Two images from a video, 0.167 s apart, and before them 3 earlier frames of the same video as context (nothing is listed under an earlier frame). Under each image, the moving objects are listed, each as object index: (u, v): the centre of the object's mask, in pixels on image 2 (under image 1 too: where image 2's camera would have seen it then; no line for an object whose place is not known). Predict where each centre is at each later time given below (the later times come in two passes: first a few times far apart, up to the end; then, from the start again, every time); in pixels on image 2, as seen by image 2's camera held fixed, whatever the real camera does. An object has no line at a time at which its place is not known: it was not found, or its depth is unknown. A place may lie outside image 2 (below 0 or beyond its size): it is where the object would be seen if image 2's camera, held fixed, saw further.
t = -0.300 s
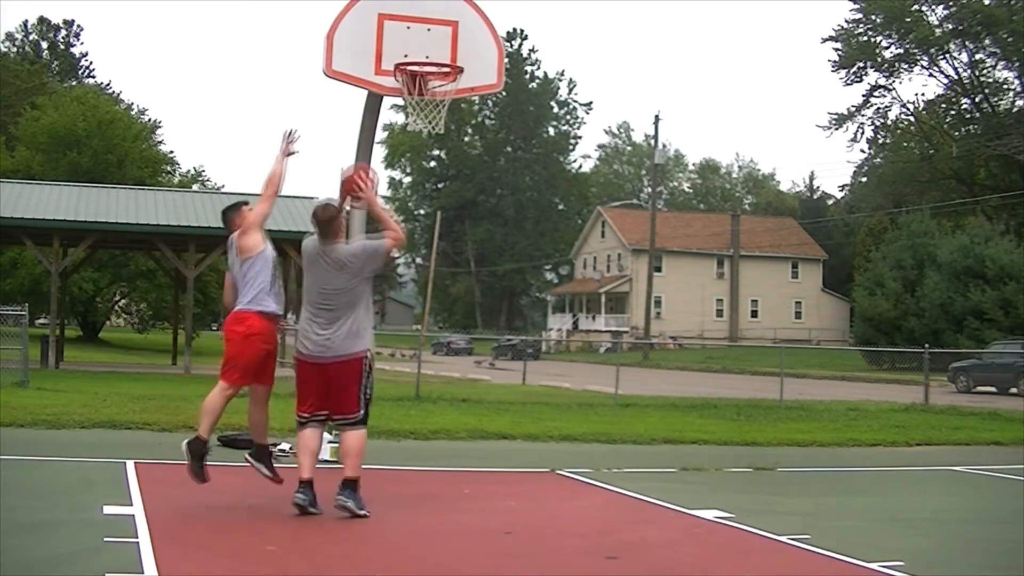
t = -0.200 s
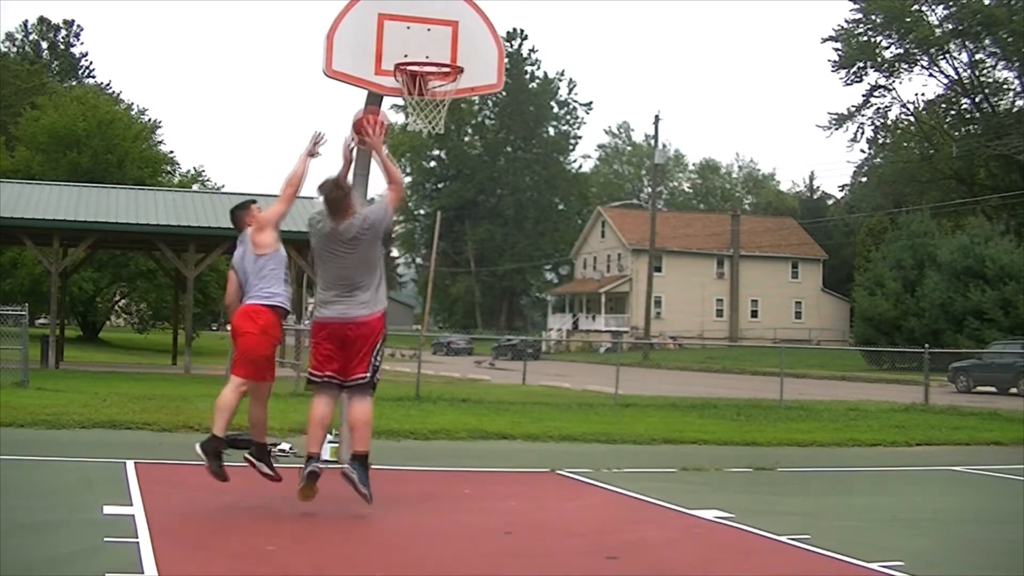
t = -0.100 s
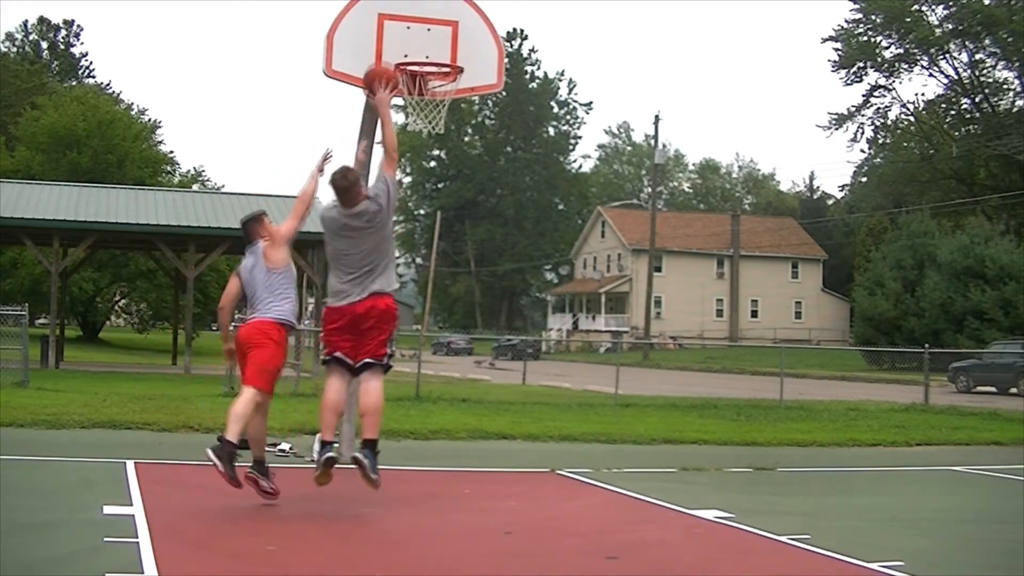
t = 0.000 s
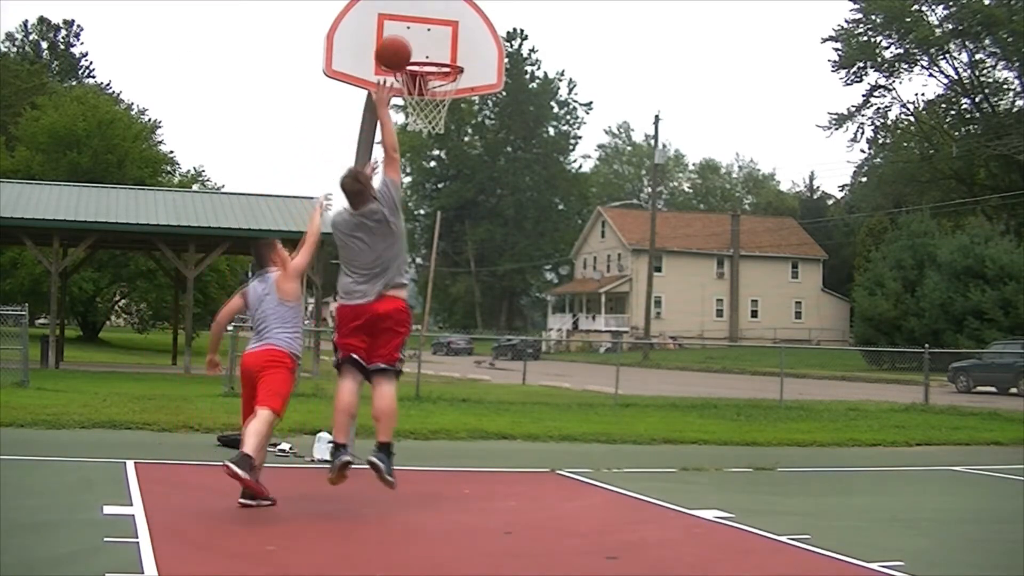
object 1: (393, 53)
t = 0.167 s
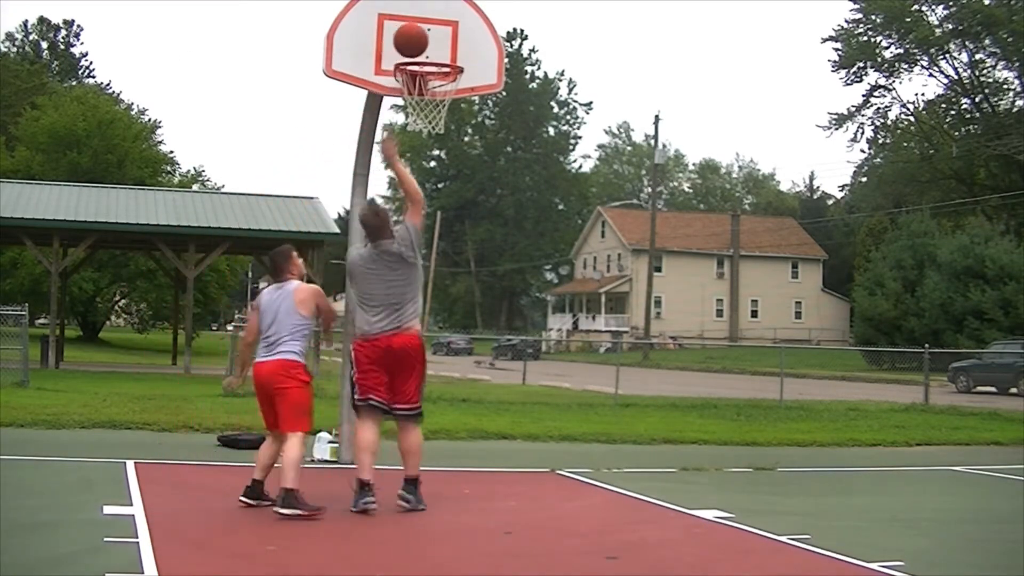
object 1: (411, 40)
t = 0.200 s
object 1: (414, 42)
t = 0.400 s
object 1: (430, 86)
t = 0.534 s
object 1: (437, 117)
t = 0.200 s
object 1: (414, 42)
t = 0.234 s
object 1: (417, 45)
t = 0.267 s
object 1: (419, 48)
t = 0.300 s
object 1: (422, 52)
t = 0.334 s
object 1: (422, 70)
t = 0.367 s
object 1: (423, 79)
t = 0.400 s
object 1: (430, 86)
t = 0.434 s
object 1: (432, 93)
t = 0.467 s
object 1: (435, 104)
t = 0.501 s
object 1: (436, 109)
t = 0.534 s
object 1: (437, 117)
